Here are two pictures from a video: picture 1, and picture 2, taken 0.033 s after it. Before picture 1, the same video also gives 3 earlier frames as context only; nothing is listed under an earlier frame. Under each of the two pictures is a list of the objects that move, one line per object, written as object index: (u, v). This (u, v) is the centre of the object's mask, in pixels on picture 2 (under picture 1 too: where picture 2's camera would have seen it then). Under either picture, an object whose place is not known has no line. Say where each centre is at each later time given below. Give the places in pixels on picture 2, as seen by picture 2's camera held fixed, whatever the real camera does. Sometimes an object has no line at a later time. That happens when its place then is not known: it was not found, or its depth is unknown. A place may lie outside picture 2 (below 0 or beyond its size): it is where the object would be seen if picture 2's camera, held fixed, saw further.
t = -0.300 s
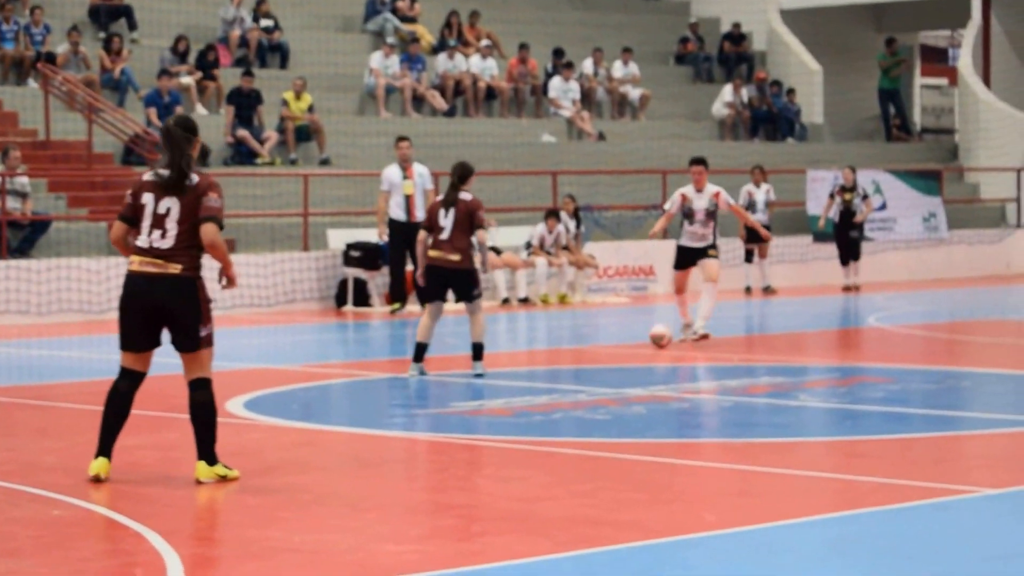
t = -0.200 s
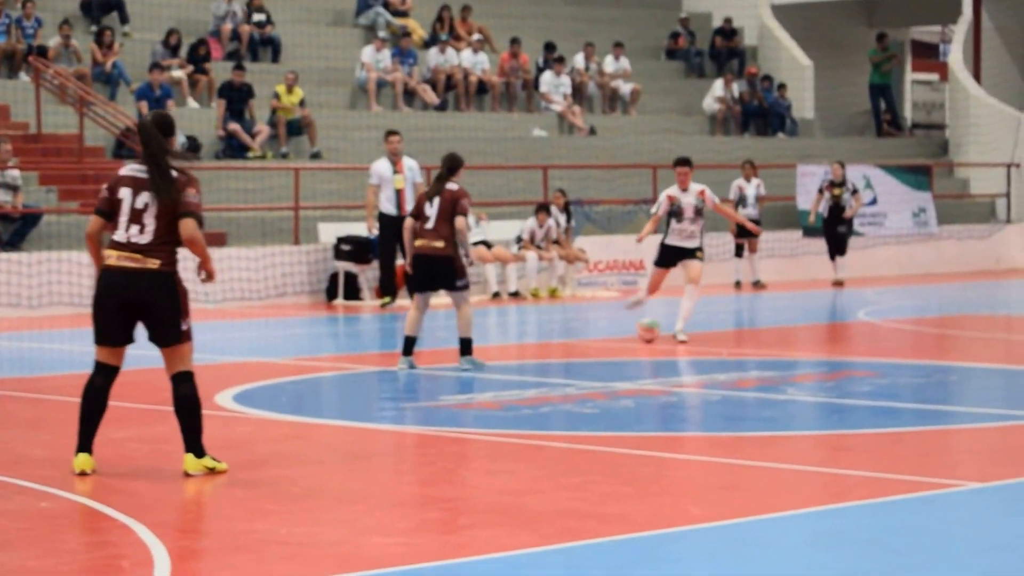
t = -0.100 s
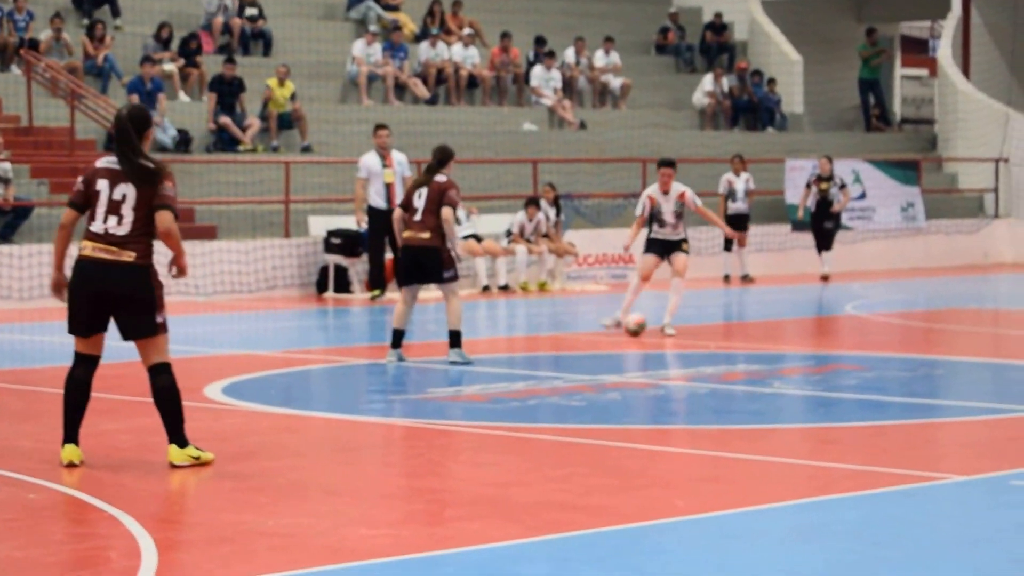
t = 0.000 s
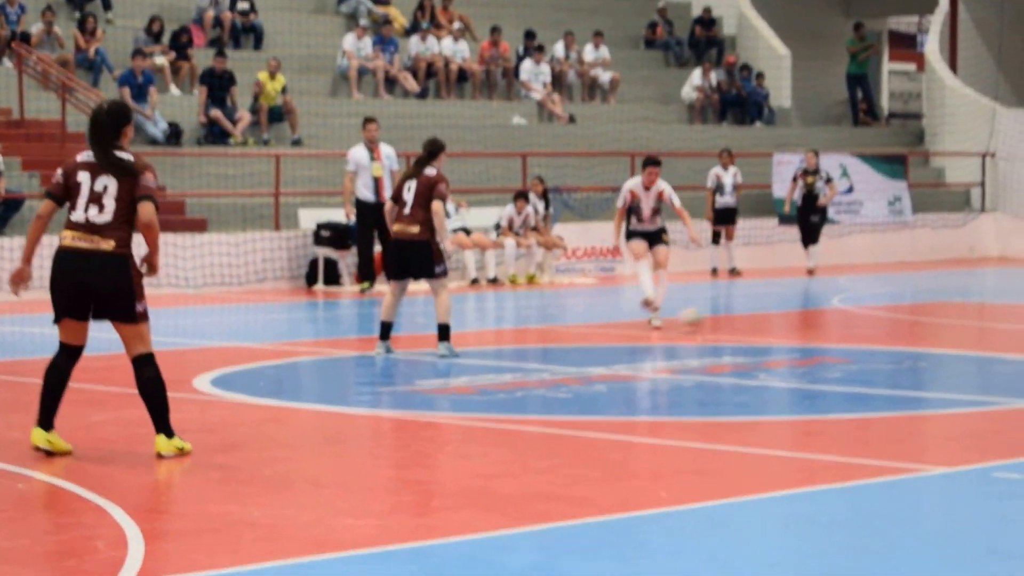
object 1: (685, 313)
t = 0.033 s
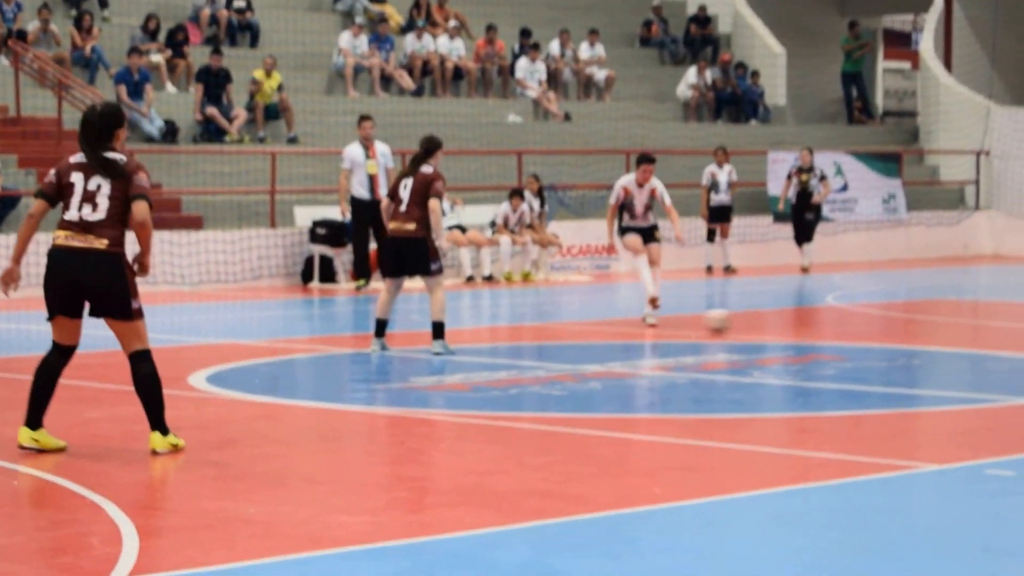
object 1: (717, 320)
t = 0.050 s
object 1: (733, 323)
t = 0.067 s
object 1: (748, 324)
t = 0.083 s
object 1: (761, 324)
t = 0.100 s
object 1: (776, 325)
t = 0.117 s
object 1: (792, 326)
